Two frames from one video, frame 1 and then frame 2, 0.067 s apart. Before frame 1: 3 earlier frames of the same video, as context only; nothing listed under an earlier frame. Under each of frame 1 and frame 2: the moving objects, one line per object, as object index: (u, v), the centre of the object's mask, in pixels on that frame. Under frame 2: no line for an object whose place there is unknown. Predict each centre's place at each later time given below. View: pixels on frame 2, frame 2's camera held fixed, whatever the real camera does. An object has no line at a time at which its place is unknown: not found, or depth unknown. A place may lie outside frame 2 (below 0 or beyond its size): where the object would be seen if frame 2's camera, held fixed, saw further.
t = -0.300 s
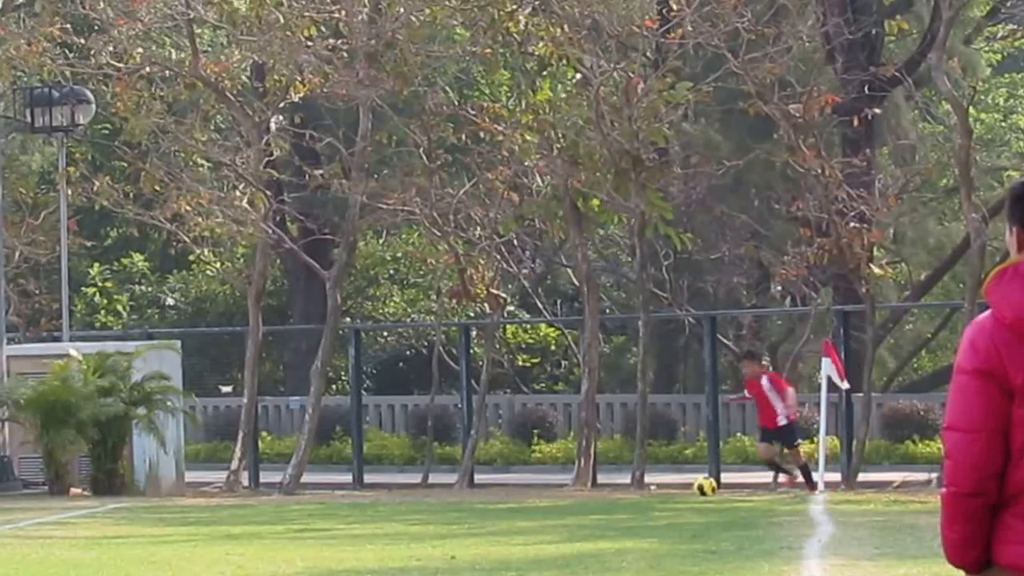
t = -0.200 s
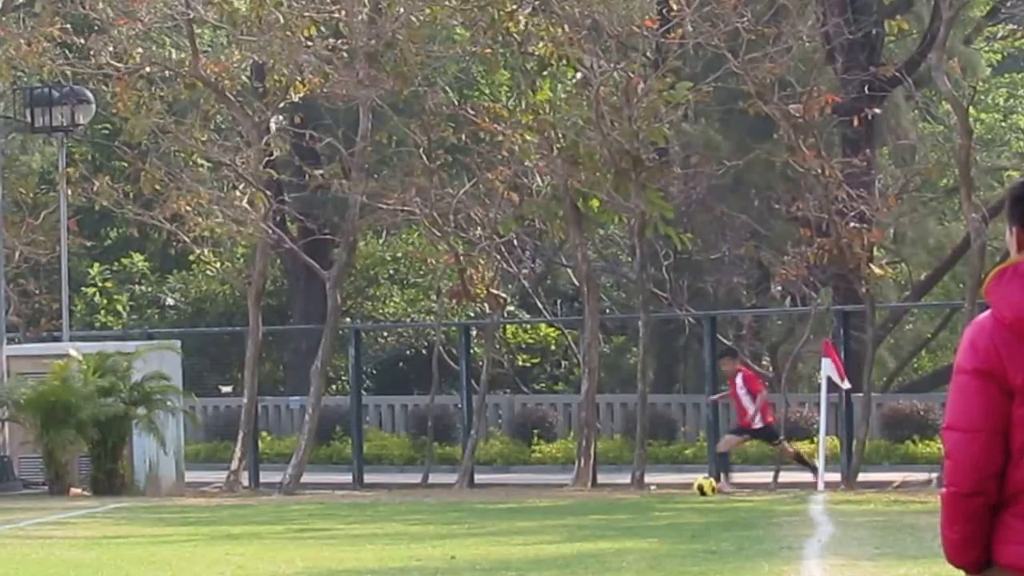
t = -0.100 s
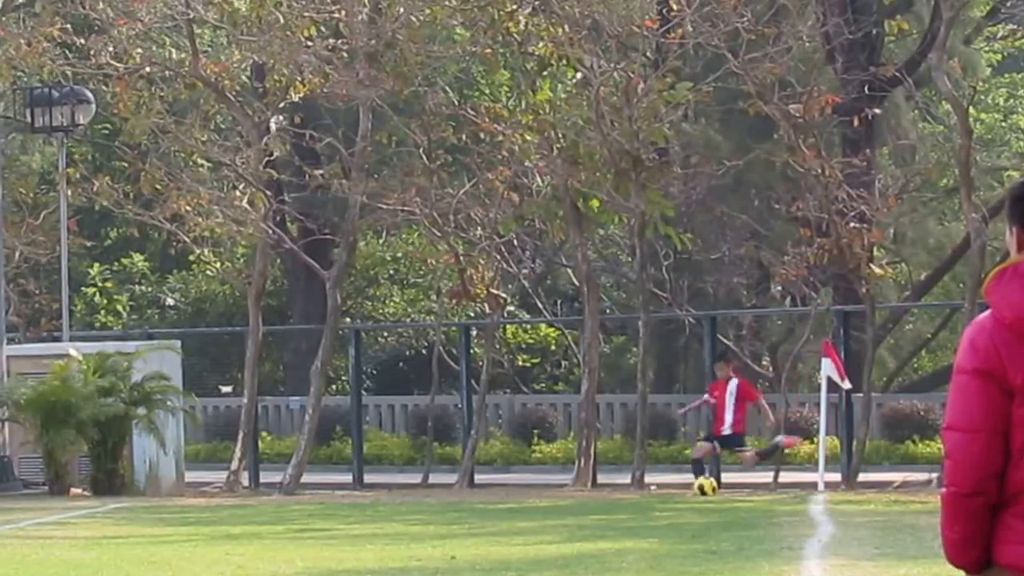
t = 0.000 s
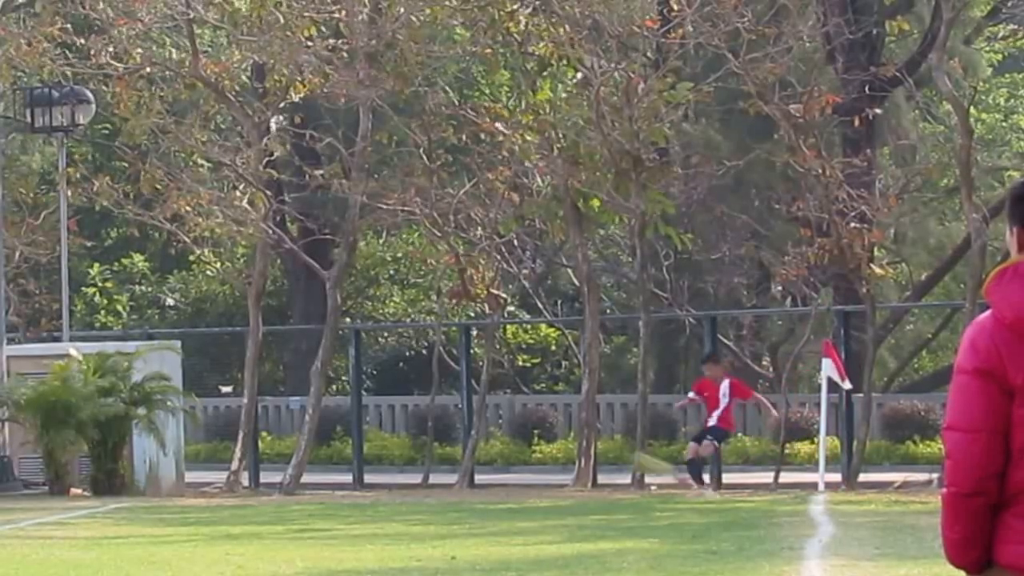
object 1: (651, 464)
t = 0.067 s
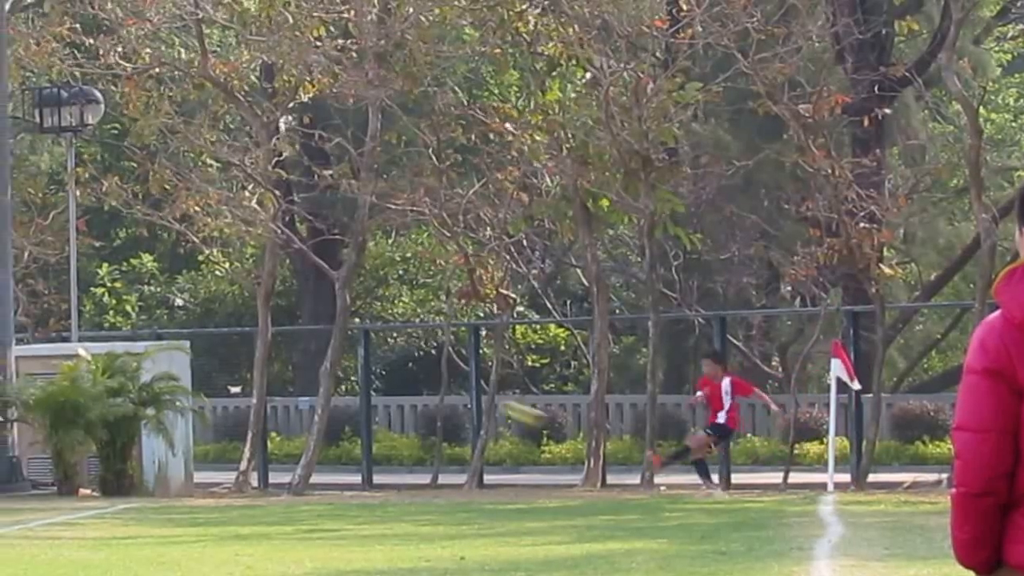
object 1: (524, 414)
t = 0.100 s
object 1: (452, 387)
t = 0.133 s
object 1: (388, 366)
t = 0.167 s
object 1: (320, 344)
